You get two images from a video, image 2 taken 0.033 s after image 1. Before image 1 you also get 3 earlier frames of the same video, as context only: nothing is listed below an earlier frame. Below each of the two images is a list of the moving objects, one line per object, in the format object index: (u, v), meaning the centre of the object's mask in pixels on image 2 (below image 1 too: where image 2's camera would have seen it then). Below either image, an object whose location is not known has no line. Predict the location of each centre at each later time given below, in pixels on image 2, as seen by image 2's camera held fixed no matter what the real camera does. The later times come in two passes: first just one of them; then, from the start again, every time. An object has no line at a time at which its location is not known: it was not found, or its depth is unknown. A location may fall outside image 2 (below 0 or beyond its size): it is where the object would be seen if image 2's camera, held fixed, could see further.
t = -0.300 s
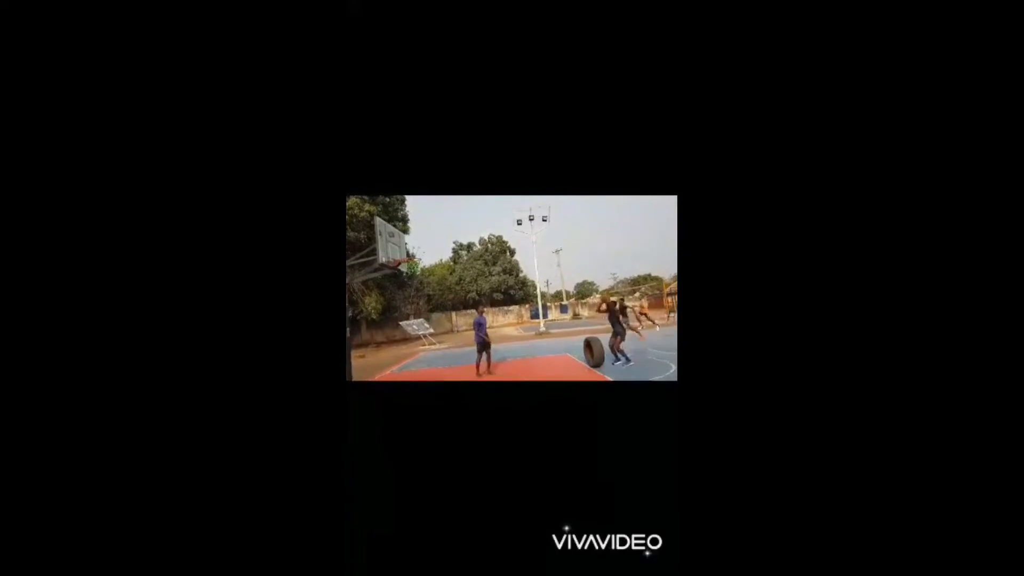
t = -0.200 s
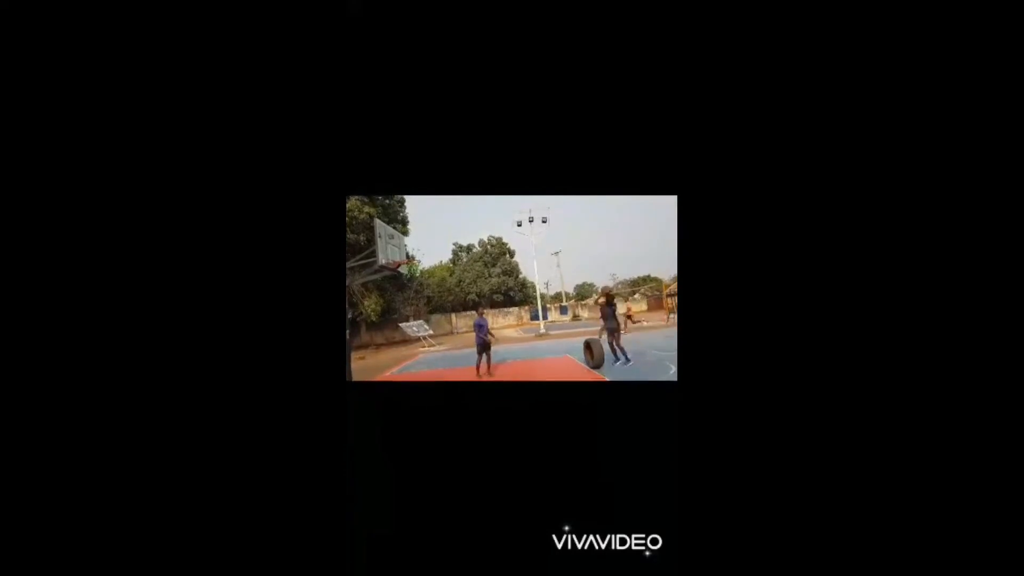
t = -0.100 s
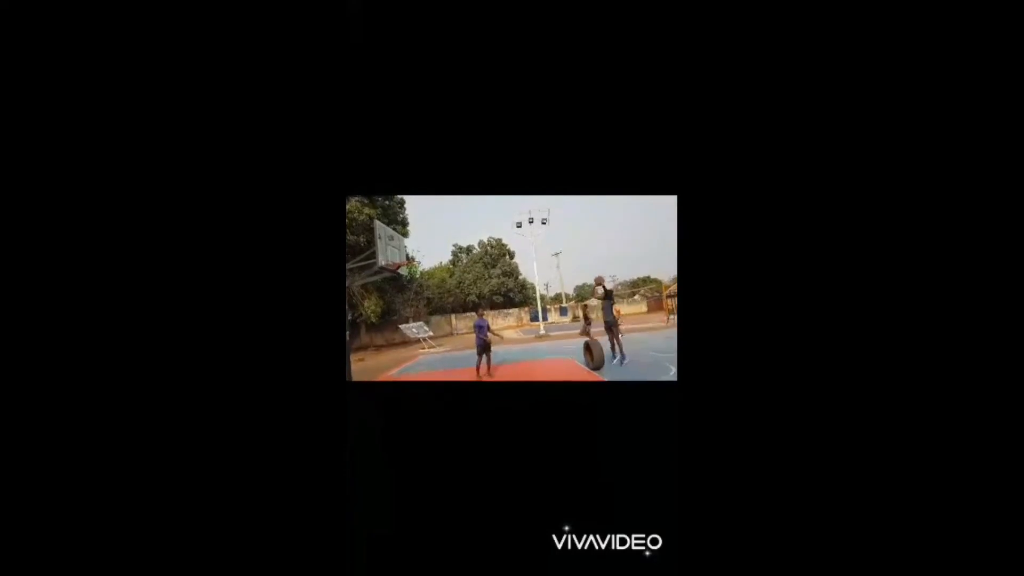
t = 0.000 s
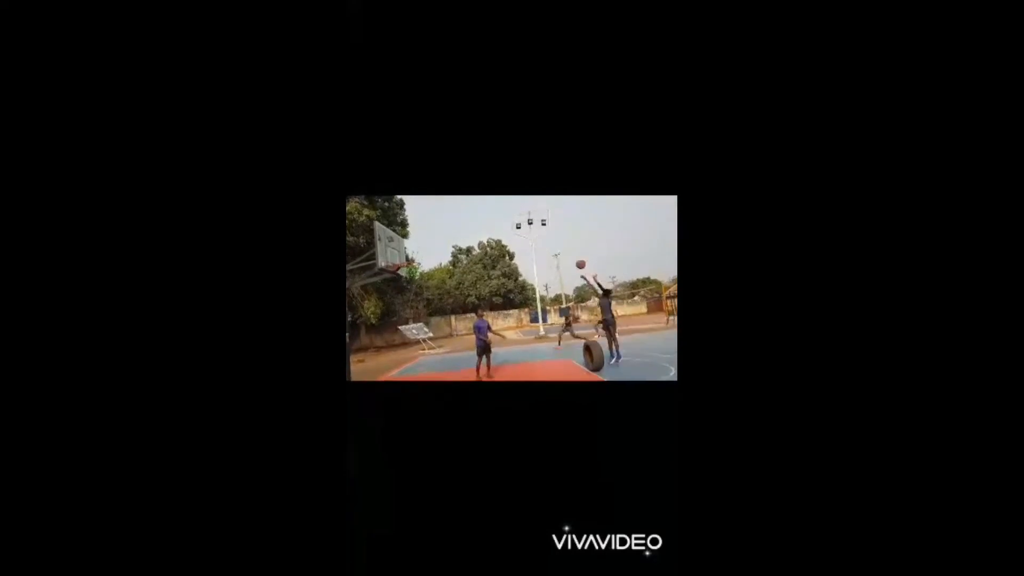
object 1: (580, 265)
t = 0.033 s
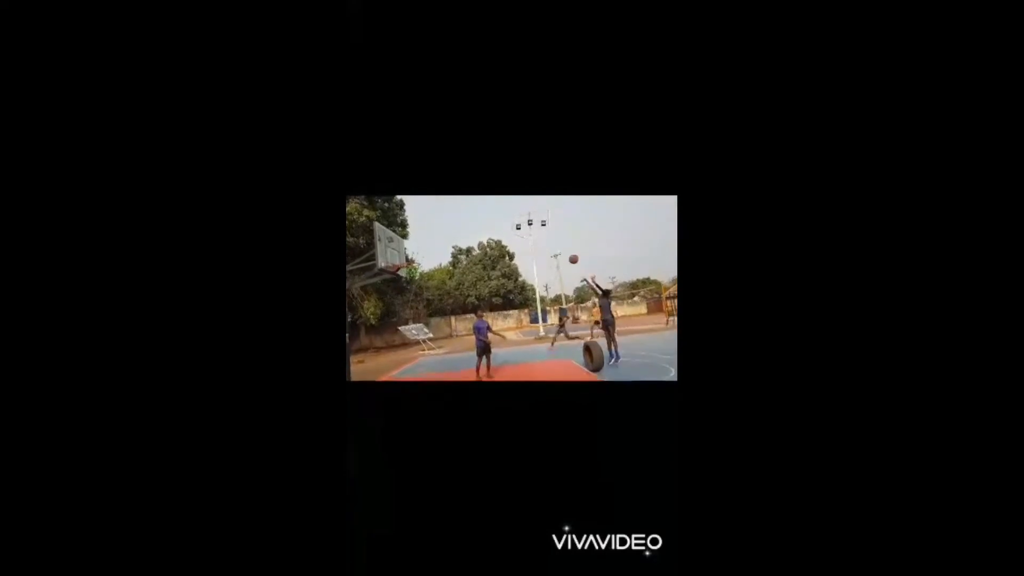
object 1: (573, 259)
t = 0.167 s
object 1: (547, 241)
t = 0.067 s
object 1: (567, 254)
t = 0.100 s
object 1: (560, 249)
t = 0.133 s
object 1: (553, 245)
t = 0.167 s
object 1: (547, 241)
